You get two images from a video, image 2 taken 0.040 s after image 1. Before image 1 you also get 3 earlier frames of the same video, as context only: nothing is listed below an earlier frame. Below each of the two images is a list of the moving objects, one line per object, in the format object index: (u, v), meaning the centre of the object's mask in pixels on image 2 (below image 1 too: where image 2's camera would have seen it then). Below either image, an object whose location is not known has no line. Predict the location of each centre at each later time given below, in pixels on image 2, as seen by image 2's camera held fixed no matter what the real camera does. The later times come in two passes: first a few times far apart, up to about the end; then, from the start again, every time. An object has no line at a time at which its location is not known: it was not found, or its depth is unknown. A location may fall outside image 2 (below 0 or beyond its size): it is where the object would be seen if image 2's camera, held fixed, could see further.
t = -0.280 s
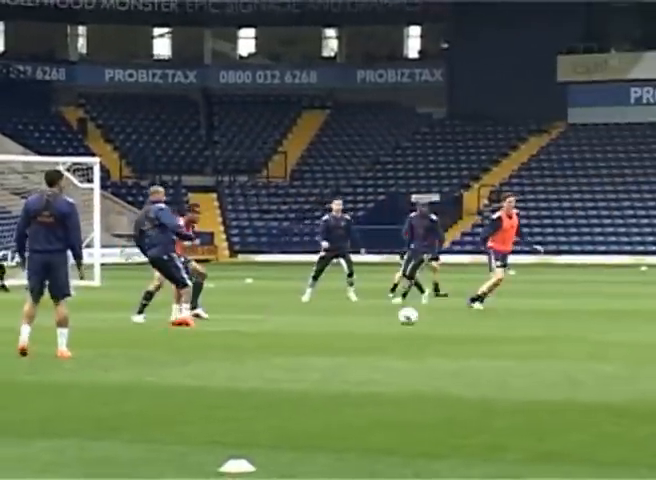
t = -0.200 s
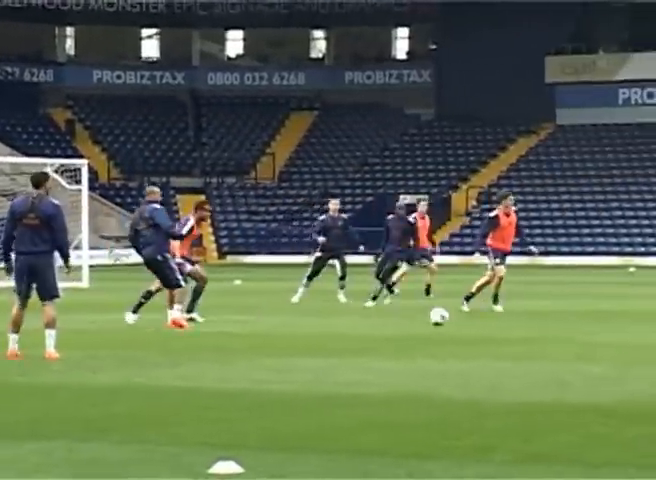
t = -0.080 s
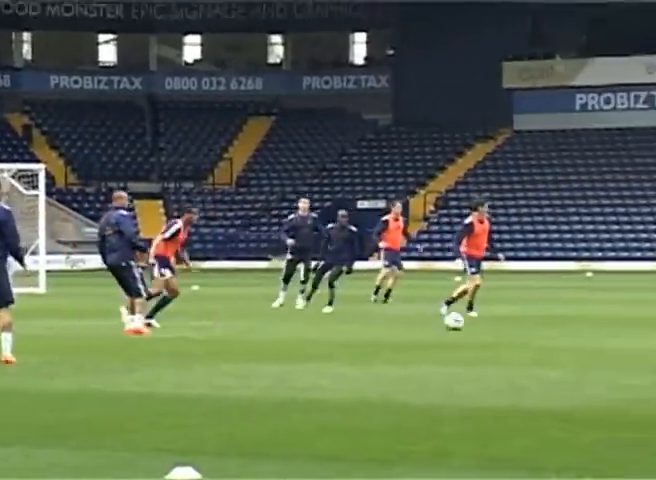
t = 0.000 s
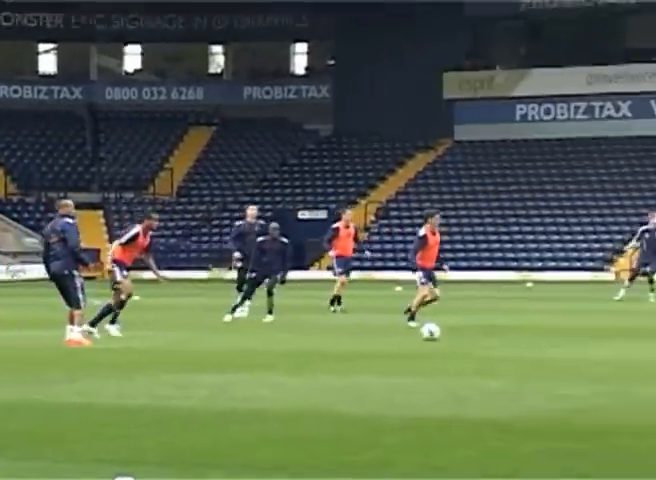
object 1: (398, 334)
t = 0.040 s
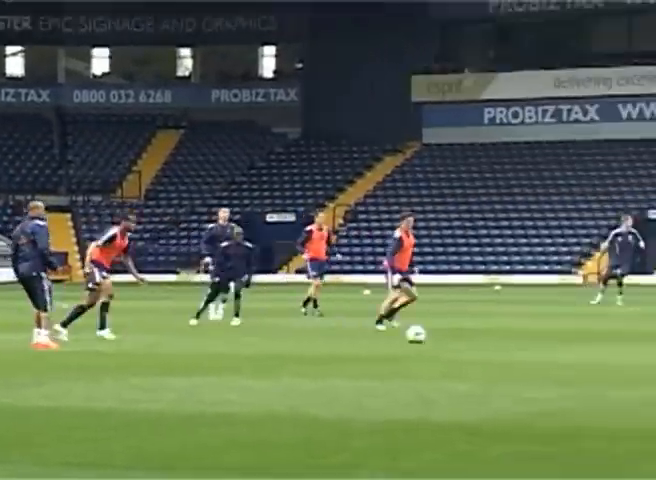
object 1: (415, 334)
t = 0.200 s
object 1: (478, 332)
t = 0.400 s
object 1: (557, 333)
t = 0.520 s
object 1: (604, 334)
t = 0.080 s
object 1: (431, 334)
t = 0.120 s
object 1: (447, 334)
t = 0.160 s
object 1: (463, 333)
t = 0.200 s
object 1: (478, 332)
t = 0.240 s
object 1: (494, 333)
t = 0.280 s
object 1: (510, 333)
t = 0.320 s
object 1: (526, 333)
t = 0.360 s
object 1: (542, 333)
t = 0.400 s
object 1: (557, 333)
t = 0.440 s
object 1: (573, 333)
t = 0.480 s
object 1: (588, 333)
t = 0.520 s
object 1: (604, 334)
